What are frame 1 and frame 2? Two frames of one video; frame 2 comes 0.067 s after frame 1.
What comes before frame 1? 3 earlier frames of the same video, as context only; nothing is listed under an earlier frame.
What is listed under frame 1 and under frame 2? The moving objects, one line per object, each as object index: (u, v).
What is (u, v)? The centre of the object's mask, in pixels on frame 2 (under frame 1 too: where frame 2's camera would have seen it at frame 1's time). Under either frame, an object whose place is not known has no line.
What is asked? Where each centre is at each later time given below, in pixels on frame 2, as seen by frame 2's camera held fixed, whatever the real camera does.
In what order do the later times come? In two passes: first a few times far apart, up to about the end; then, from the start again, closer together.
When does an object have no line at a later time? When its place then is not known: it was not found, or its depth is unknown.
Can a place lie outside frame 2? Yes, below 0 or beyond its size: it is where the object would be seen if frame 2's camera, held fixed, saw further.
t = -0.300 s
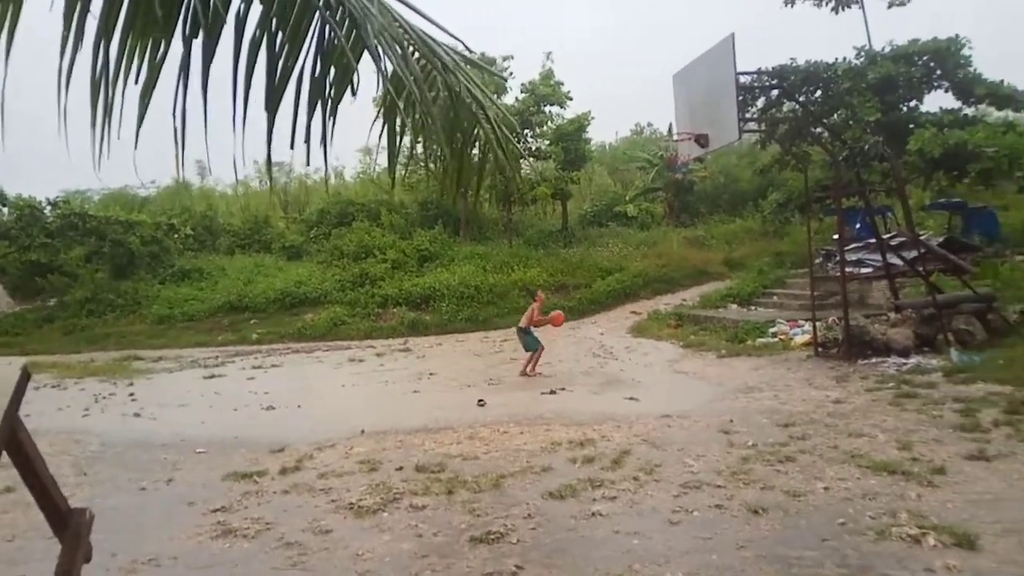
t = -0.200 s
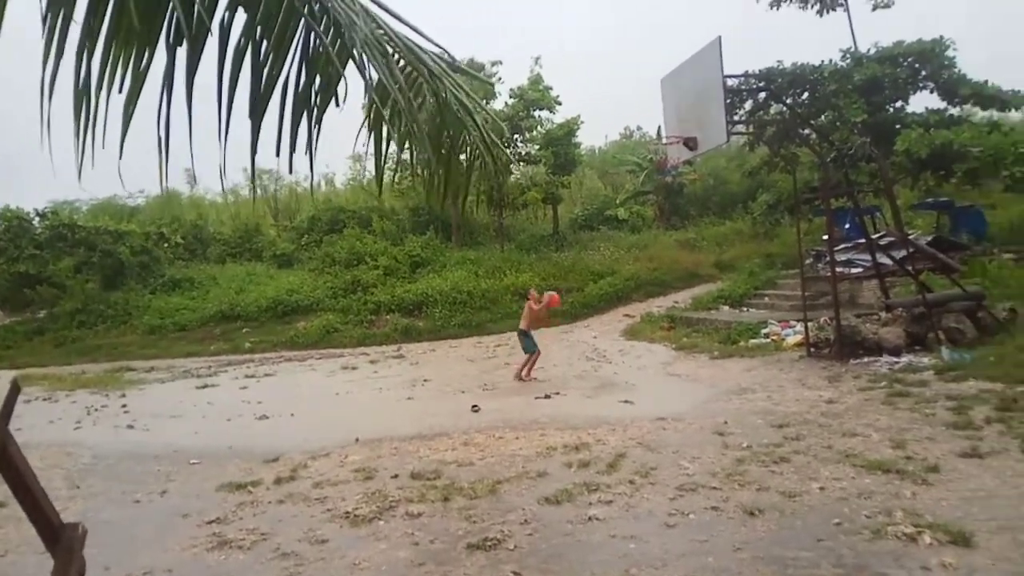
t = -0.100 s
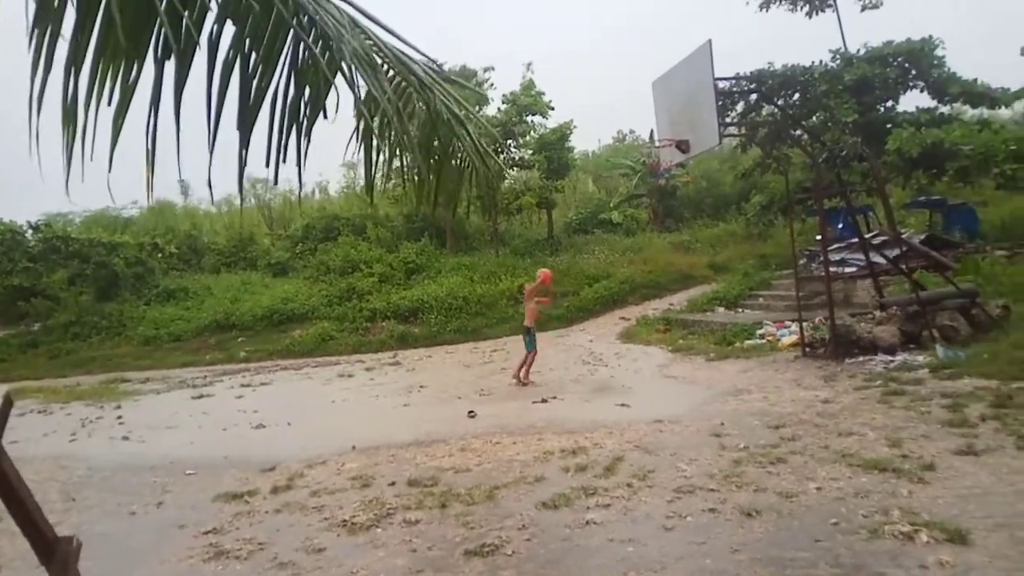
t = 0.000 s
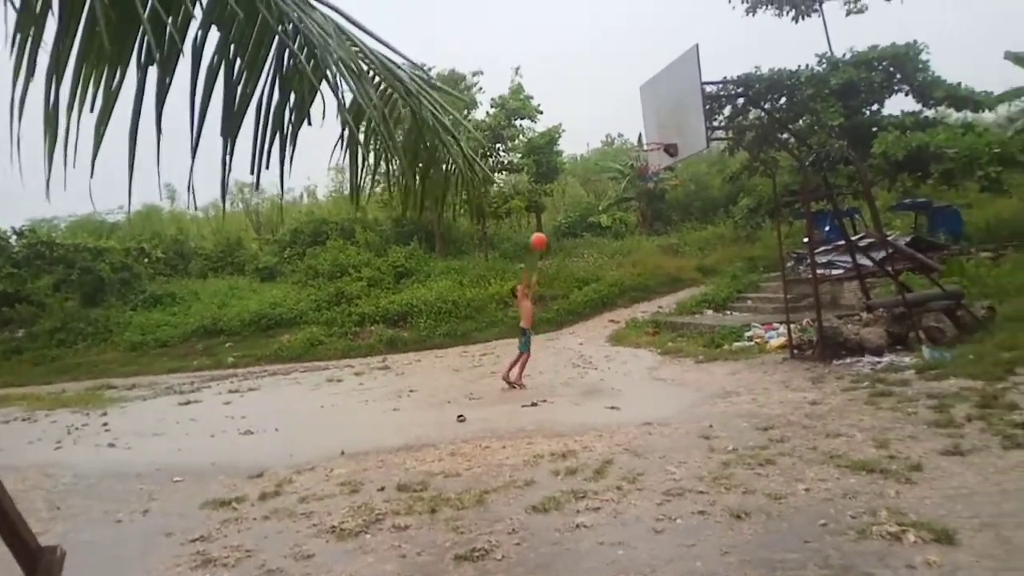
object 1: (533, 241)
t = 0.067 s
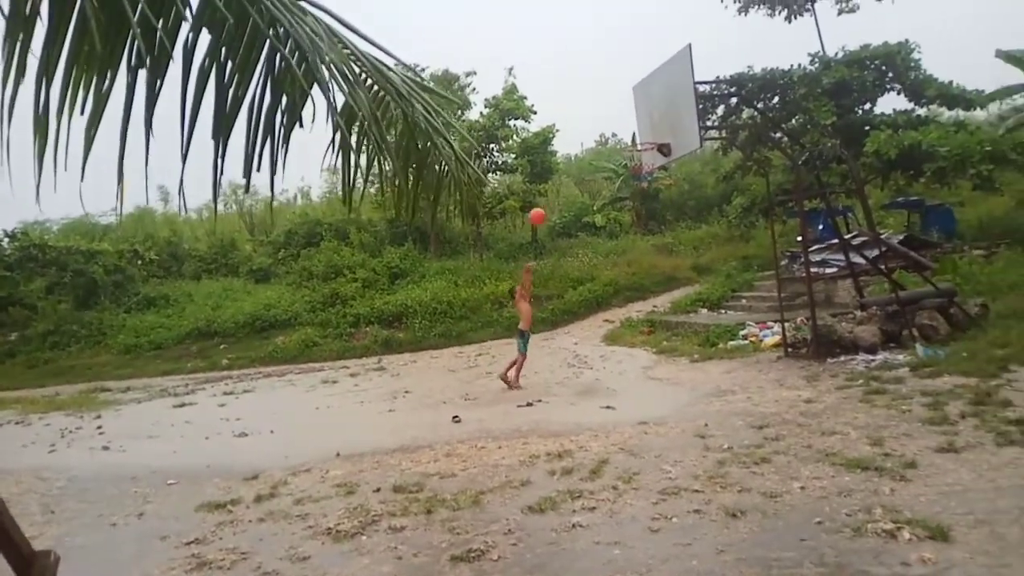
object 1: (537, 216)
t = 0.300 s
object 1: (555, 153)
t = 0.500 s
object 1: (573, 127)
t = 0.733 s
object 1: (598, 132)
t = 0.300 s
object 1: (555, 153)
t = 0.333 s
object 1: (557, 147)
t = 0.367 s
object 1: (560, 140)
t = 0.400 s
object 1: (563, 136)
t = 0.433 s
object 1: (566, 132)
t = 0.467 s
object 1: (569, 129)
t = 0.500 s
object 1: (573, 127)
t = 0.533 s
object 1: (576, 125)
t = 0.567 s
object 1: (579, 124)
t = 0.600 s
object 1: (583, 125)
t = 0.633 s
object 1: (587, 125)
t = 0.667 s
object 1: (590, 127)
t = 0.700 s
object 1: (594, 129)
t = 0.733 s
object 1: (598, 132)
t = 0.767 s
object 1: (601, 136)
